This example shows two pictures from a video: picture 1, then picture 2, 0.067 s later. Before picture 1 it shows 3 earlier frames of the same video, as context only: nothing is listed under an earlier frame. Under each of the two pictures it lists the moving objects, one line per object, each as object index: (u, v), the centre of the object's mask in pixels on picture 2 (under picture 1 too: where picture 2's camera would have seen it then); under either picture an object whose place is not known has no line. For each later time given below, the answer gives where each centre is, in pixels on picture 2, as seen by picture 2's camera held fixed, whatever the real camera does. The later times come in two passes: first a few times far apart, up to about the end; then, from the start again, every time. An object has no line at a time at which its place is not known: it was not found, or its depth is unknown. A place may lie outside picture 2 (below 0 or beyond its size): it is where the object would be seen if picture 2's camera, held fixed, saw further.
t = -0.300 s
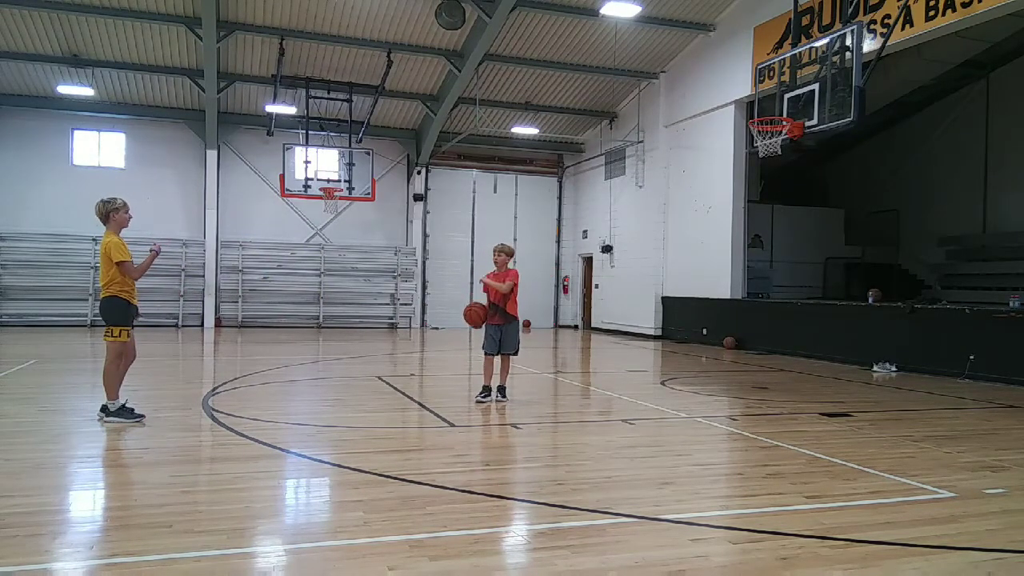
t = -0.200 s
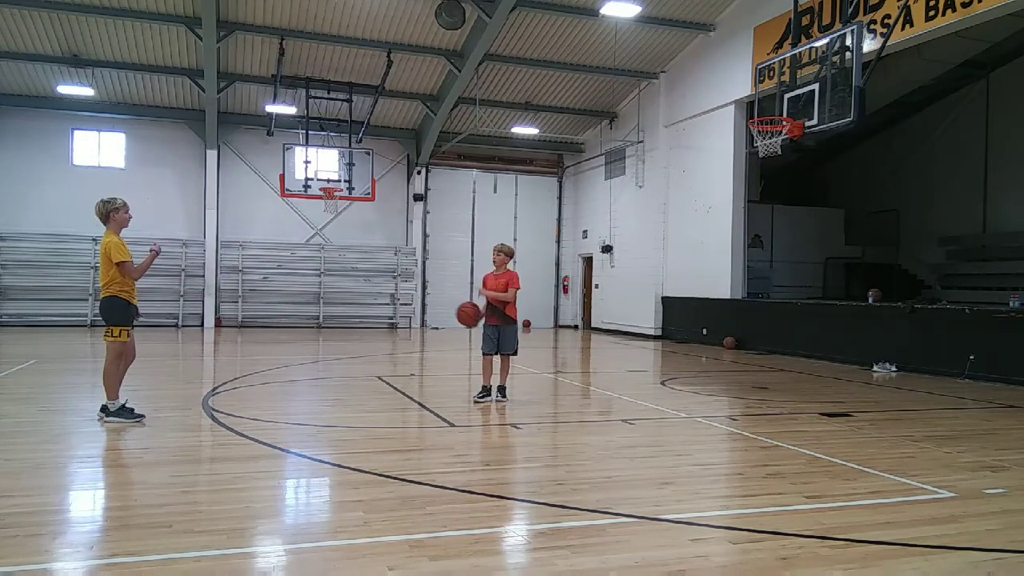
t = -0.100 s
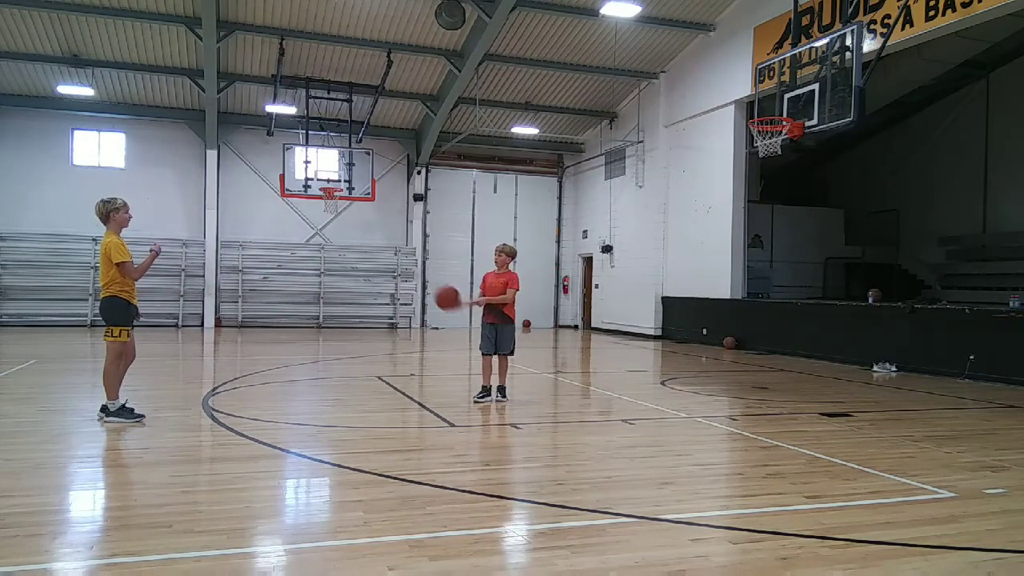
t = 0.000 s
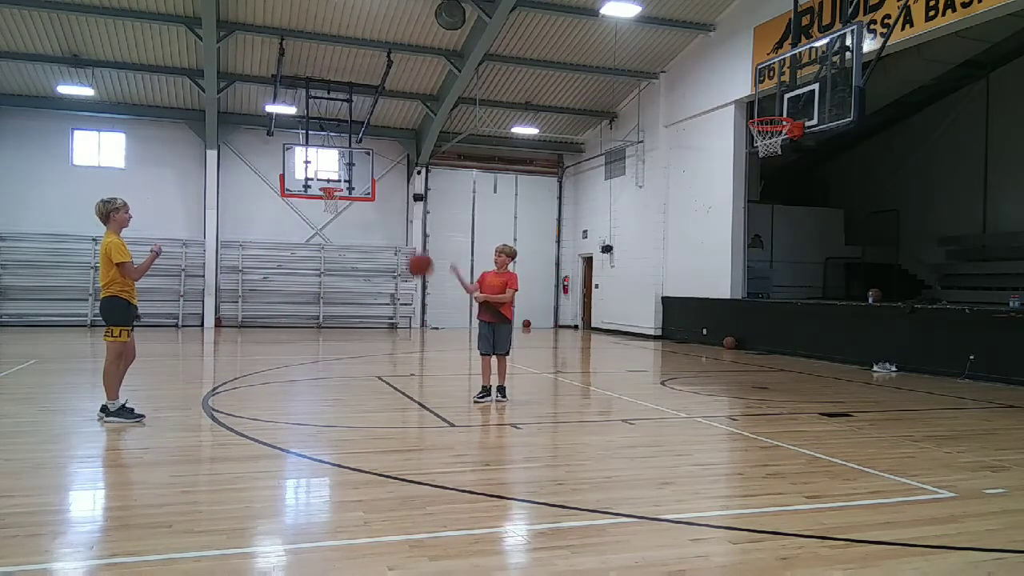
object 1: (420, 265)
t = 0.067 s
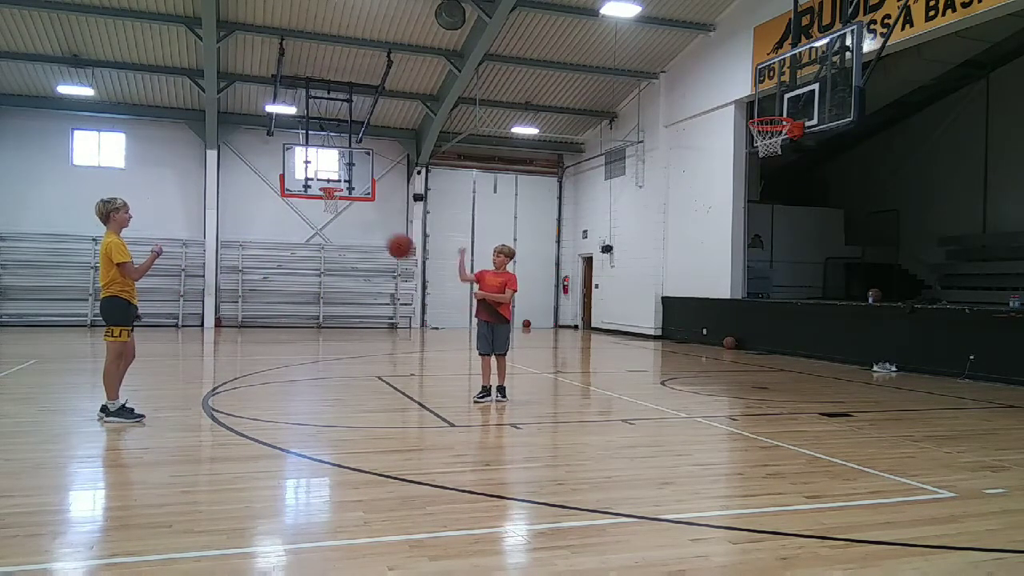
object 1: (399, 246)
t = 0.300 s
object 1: (329, 216)
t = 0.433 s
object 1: (283, 226)
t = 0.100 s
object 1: (390, 239)
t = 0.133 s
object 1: (381, 232)
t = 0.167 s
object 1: (371, 227)
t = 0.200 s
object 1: (360, 222)
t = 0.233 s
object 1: (350, 219)
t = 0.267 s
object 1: (340, 217)
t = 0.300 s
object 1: (329, 216)
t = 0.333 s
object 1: (317, 217)
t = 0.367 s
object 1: (306, 218)
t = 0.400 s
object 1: (294, 222)
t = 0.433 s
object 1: (283, 226)
